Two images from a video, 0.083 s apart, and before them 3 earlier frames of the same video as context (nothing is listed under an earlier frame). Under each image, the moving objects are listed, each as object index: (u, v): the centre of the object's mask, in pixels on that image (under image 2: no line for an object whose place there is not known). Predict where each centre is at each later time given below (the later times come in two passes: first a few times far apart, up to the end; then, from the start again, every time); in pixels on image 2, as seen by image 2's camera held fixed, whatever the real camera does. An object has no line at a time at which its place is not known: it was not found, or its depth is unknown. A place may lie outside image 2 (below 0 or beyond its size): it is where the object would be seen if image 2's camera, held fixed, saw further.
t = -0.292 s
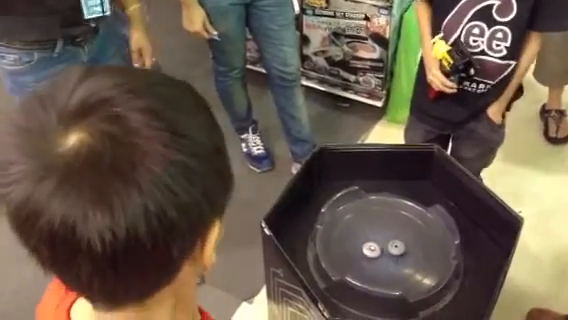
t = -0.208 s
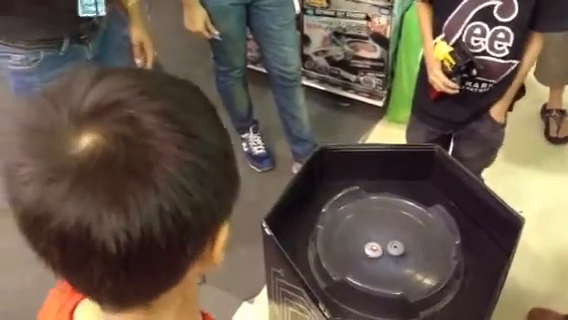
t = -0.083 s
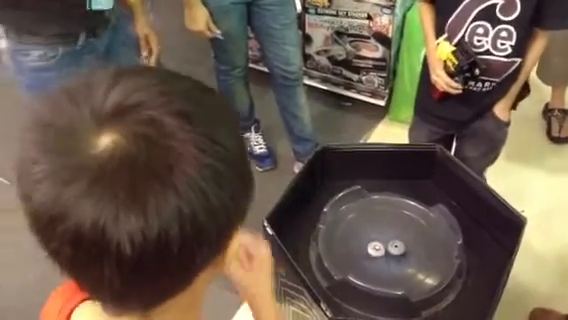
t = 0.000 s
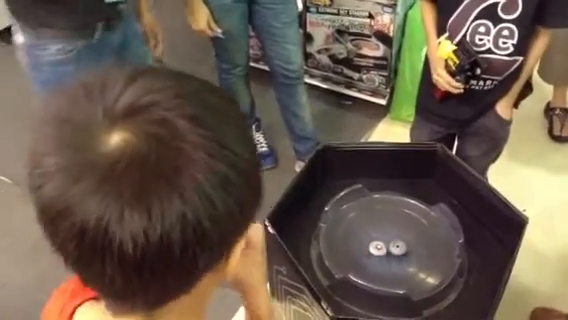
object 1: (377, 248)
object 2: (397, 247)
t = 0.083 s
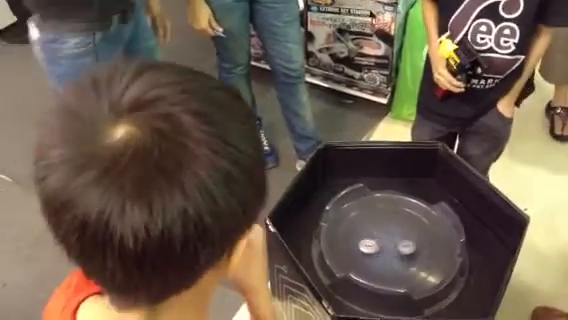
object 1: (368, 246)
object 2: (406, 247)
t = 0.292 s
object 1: (362, 243)
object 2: (406, 247)
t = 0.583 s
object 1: (372, 241)
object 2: (394, 247)
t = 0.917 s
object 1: (376, 238)
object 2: (392, 249)
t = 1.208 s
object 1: (378, 237)
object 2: (393, 249)
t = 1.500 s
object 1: (373, 227)
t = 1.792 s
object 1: (380, 232)
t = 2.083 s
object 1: (381, 233)
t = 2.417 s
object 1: (380, 231)
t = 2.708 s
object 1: (380, 224)
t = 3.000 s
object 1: (389, 227)
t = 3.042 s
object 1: (392, 229)
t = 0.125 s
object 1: (363, 245)
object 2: (409, 247)
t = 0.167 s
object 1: (360, 244)
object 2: (409, 248)
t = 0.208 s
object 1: (360, 243)
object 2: (409, 247)
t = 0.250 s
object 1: (360, 243)
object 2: (408, 247)
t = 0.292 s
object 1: (362, 243)
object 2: (406, 247)
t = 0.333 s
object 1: (363, 242)
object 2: (404, 247)
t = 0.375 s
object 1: (366, 242)
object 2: (401, 247)
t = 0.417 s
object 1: (368, 242)
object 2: (399, 247)
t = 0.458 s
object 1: (370, 242)
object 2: (397, 247)
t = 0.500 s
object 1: (372, 242)
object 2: (395, 246)
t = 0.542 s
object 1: (373, 242)
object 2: (394, 247)
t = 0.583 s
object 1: (372, 241)
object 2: (394, 247)
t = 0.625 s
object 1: (371, 240)
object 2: (395, 248)
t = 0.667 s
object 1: (371, 239)
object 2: (395, 248)
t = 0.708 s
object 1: (372, 239)
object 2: (395, 249)
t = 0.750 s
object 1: (373, 239)
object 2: (395, 249)
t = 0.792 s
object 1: (374, 239)
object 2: (395, 249)
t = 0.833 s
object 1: (374, 239)
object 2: (394, 249)
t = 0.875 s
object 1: (375, 239)
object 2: (393, 249)
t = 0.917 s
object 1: (376, 238)
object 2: (392, 249)
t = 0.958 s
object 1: (375, 237)
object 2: (394, 249)
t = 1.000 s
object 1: (375, 237)
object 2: (394, 249)
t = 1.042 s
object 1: (376, 236)
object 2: (394, 249)
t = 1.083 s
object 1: (376, 236)
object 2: (394, 249)
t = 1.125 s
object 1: (377, 236)
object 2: (394, 249)
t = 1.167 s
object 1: (377, 236)
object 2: (394, 250)
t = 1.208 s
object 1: (378, 237)
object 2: (393, 249)
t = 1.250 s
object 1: (378, 237)
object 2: (393, 248)
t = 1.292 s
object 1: (375, 233)
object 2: (396, 249)
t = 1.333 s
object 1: (372, 230)
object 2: (398, 251)
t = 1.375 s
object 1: (370, 228)
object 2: (399, 251)
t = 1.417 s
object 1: (370, 227)
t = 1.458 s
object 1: (372, 227)
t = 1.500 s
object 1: (373, 227)
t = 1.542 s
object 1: (373, 228)
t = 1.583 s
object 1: (374, 229)
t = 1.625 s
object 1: (376, 230)
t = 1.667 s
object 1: (377, 231)
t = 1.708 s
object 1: (379, 233)
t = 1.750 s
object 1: (381, 233)
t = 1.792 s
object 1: (380, 232)
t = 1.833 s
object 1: (379, 232)
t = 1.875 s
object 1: (379, 232)
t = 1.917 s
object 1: (379, 232)
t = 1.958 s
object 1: (380, 232)
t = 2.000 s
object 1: (380, 232)
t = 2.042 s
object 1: (381, 232)
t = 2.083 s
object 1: (381, 233)
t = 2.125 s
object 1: (381, 233)
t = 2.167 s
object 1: (382, 234)
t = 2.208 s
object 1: (380, 232)
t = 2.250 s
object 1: (379, 231)
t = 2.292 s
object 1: (378, 229)
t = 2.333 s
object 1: (378, 230)
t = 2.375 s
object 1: (378, 230)
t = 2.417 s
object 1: (380, 231)
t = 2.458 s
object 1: (381, 232)
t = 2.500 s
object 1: (382, 233)
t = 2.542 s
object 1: (382, 234)
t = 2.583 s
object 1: (383, 235)
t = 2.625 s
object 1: (383, 233)
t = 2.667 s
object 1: (381, 228)
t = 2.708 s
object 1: (380, 224)
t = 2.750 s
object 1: (380, 222)
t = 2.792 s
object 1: (381, 221)
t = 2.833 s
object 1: (383, 222)
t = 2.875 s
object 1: (385, 223)
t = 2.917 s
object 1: (387, 224)
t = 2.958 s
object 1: (389, 226)
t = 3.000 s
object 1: (389, 227)
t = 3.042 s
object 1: (392, 229)
